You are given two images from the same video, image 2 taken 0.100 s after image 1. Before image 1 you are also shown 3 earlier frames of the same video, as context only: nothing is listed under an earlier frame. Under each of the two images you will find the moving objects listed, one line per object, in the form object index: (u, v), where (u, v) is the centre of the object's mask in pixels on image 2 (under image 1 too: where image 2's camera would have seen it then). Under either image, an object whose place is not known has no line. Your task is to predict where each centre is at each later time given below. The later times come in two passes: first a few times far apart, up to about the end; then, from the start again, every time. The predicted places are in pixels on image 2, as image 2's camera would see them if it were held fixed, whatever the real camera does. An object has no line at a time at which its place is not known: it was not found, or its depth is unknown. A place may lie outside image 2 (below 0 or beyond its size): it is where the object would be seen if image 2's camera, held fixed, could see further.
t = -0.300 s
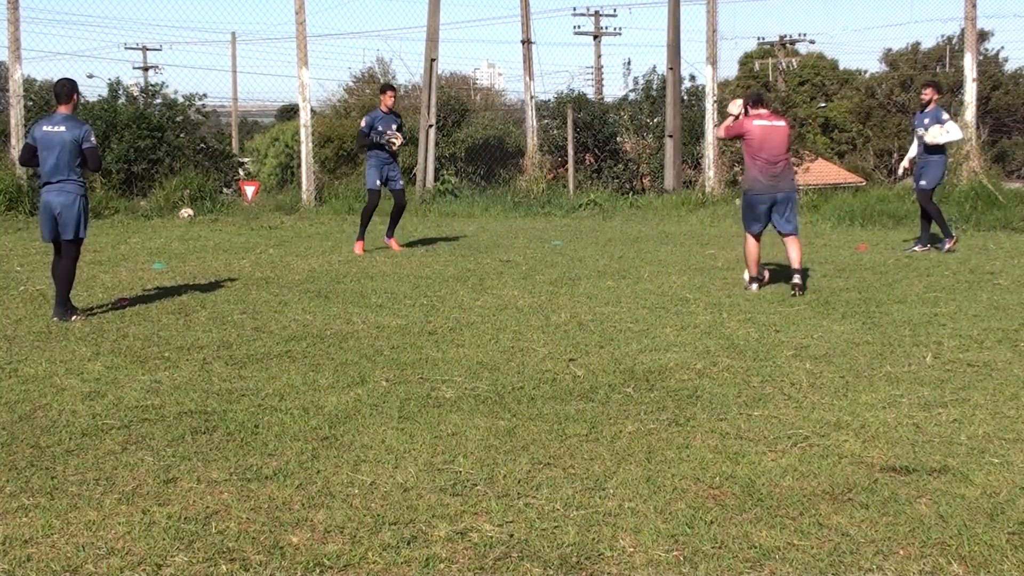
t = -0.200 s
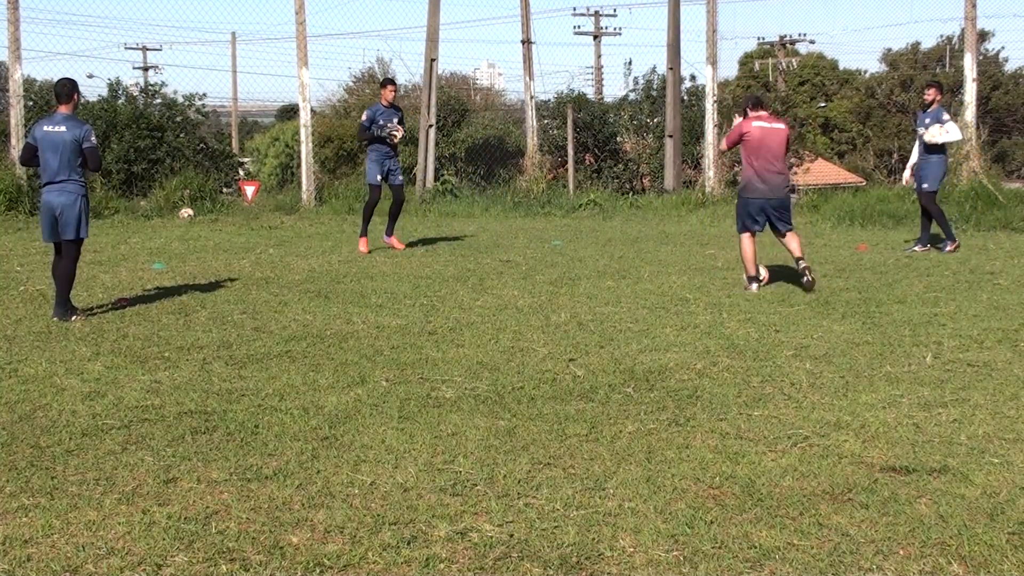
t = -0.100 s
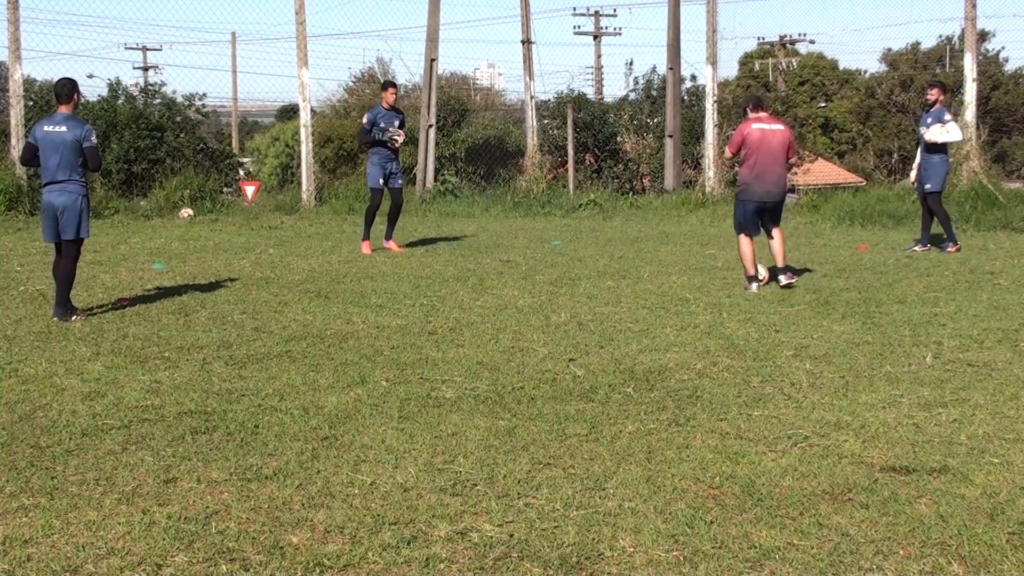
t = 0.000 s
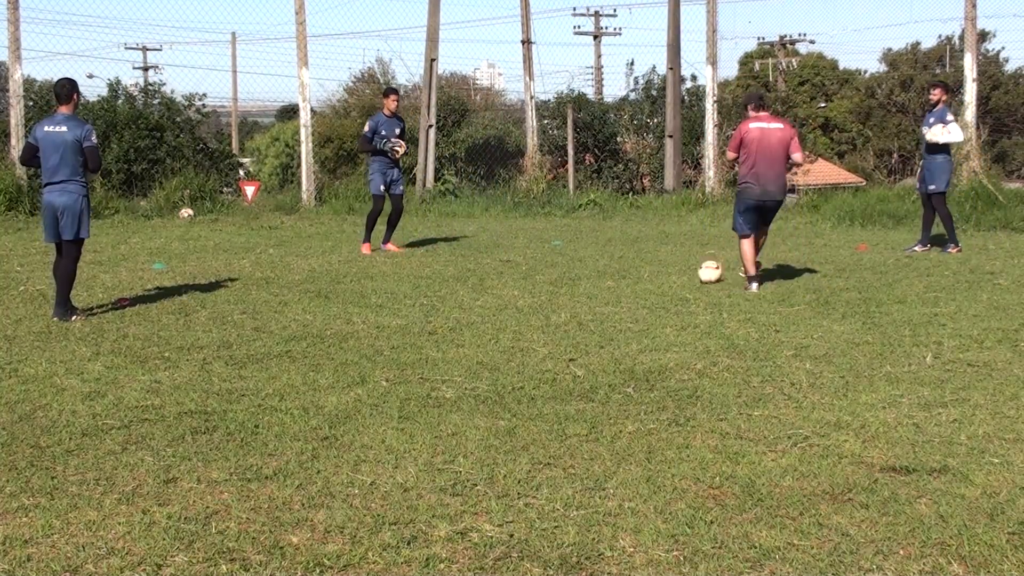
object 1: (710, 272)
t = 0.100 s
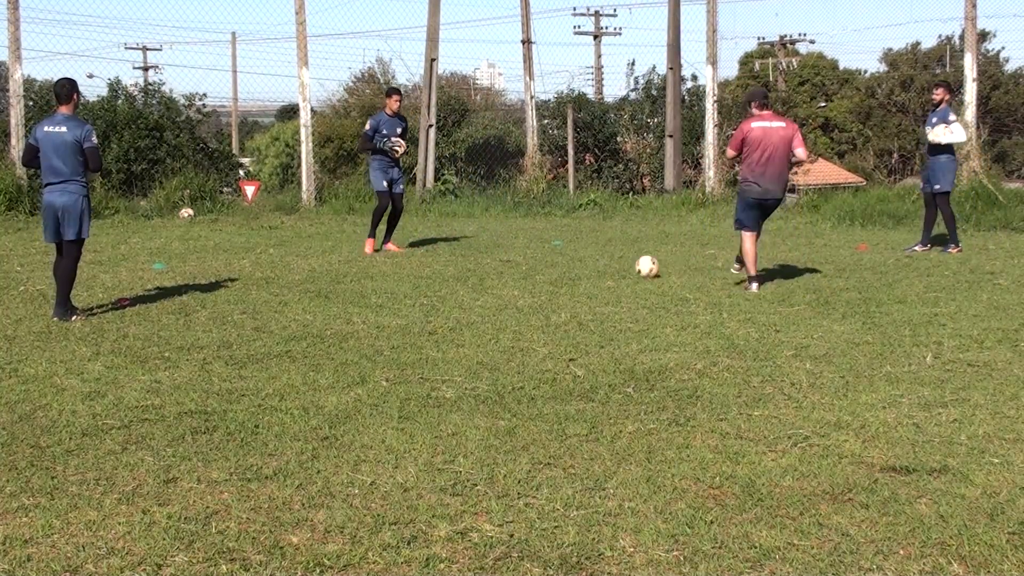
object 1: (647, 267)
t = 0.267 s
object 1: (561, 259)
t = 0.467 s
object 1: (480, 252)
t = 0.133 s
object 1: (627, 266)
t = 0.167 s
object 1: (609, 265)
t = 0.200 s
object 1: (593, 263)
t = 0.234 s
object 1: (577, 260)
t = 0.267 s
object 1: (561, 259)
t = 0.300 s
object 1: (545, 258)
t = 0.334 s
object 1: (530, 259)
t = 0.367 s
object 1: (515, 260)
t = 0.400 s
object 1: (503, 257)
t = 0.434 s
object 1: (492, 254)
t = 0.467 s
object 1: (480, 252)
